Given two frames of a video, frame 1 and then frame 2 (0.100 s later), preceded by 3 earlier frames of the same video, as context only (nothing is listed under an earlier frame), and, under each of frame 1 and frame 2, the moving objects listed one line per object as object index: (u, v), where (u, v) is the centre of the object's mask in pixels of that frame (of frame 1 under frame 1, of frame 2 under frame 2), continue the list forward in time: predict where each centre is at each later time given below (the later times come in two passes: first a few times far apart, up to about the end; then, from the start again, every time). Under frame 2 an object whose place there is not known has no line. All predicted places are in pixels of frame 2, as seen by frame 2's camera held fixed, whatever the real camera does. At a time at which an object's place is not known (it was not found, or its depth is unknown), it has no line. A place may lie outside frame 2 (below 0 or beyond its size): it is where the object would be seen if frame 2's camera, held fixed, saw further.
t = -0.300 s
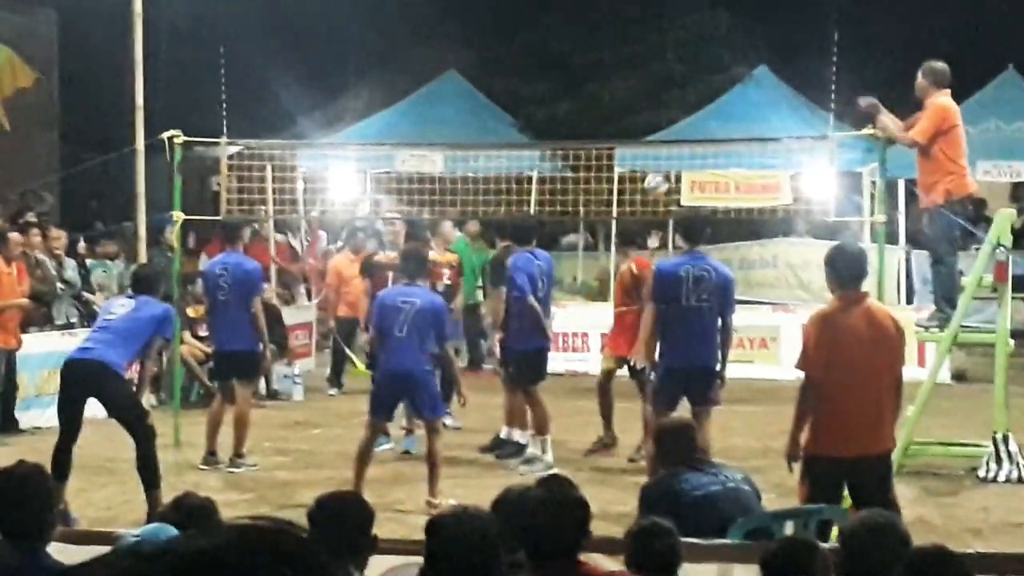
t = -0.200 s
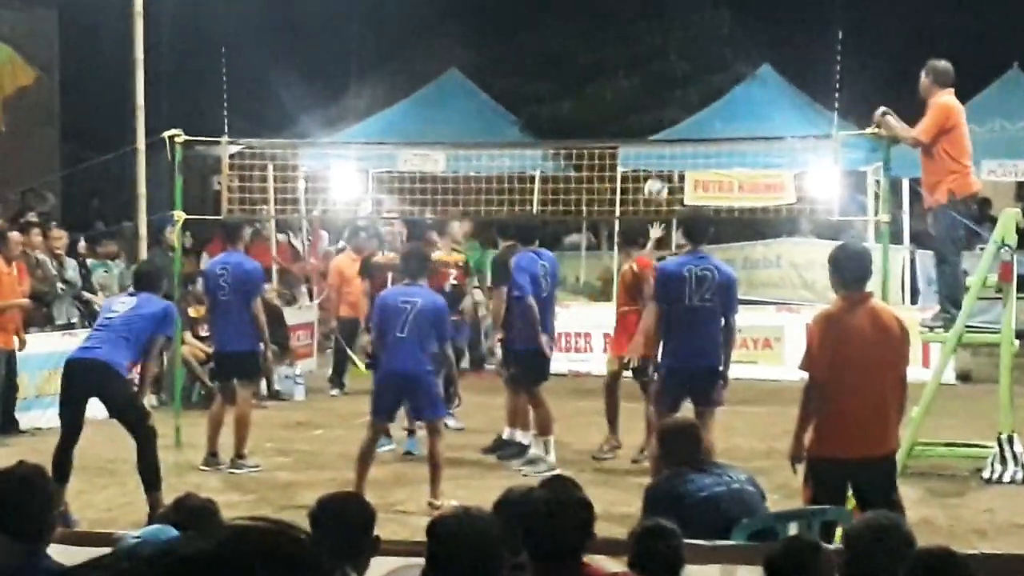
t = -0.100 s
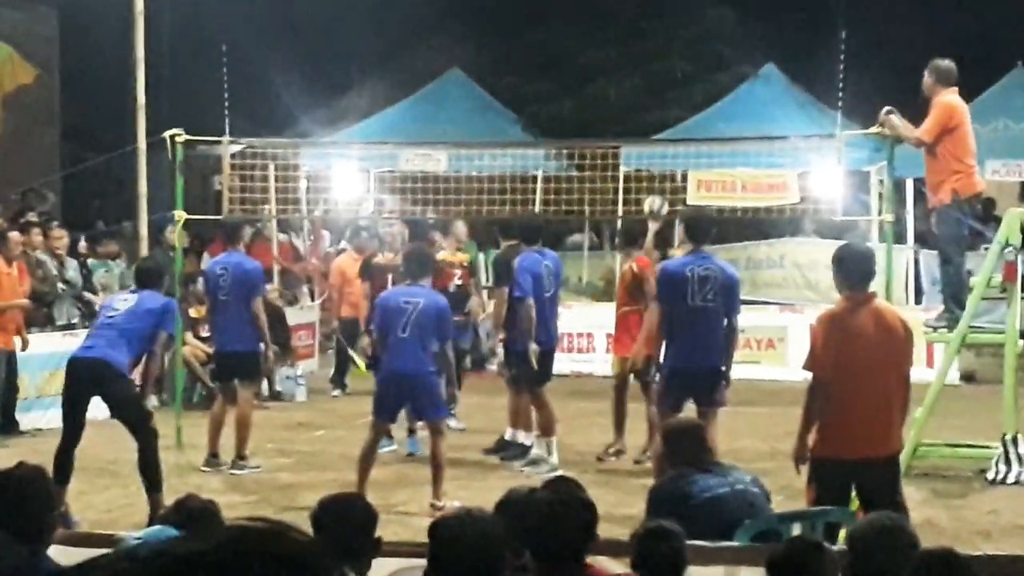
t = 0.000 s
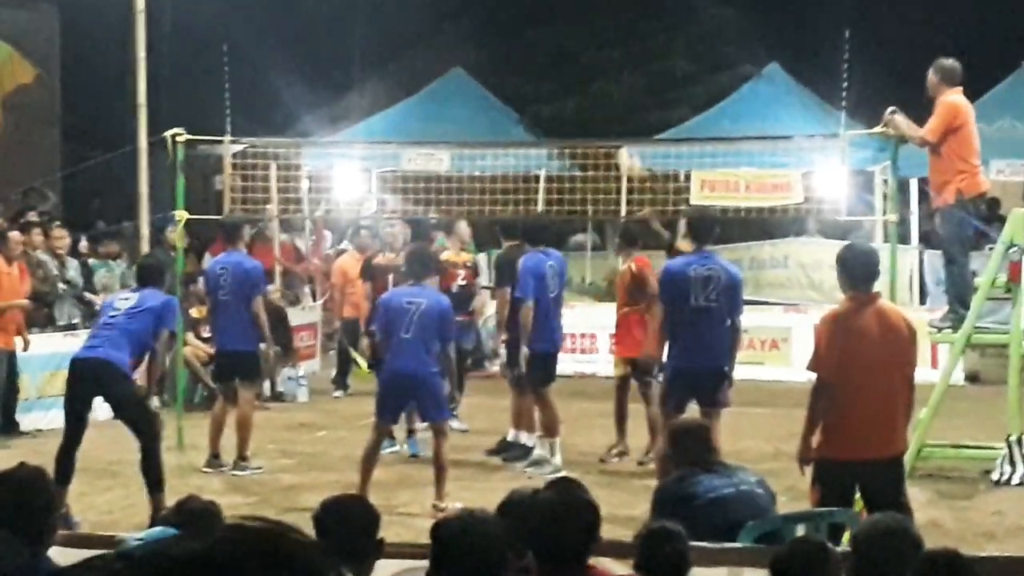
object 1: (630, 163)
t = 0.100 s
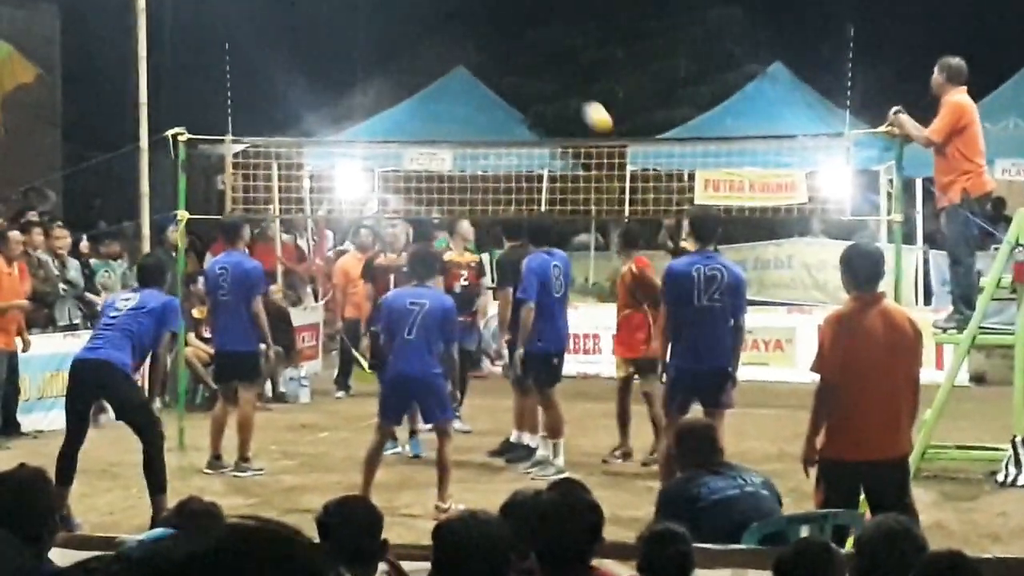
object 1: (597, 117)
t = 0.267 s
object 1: (533, 61)
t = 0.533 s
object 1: (420, 45)
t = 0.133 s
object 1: (585, 104)
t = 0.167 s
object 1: (572, 91)
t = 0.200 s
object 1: (558, 79)
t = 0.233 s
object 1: (546, 69)
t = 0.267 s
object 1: (533, 61)
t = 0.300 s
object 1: (520, 54)
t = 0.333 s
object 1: (506, 49)
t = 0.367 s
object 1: (492, 45)
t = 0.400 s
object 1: (479, 42)
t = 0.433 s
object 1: (464, 41)
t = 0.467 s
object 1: (450, 41)
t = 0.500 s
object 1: (435, 42)
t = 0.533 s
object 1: (420, 45)
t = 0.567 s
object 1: (406, 47)
